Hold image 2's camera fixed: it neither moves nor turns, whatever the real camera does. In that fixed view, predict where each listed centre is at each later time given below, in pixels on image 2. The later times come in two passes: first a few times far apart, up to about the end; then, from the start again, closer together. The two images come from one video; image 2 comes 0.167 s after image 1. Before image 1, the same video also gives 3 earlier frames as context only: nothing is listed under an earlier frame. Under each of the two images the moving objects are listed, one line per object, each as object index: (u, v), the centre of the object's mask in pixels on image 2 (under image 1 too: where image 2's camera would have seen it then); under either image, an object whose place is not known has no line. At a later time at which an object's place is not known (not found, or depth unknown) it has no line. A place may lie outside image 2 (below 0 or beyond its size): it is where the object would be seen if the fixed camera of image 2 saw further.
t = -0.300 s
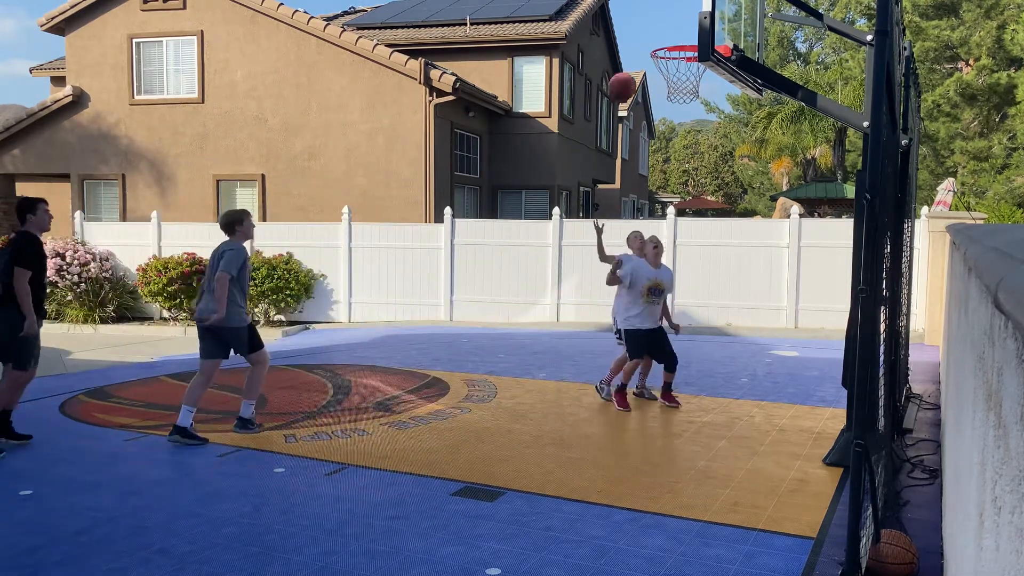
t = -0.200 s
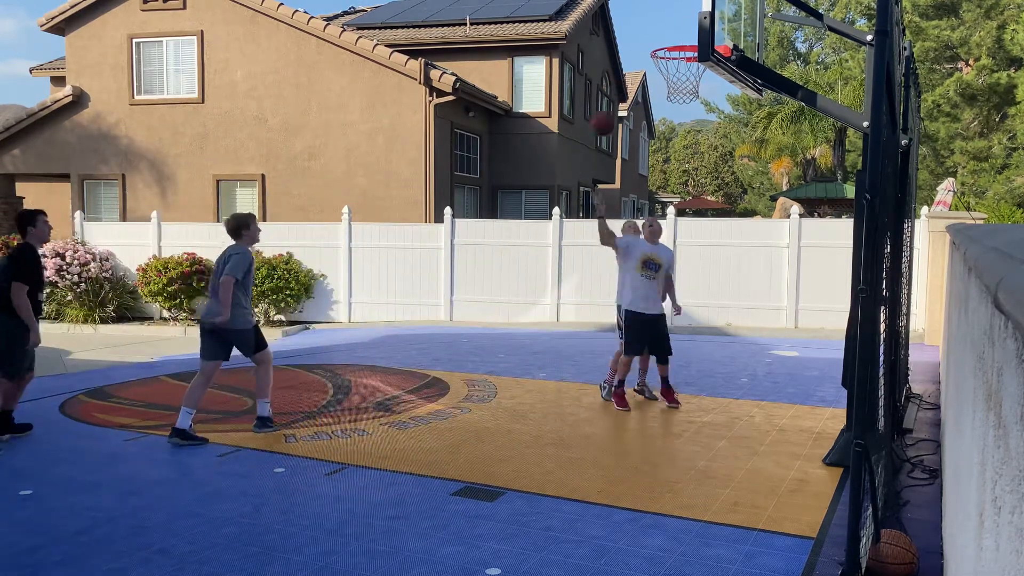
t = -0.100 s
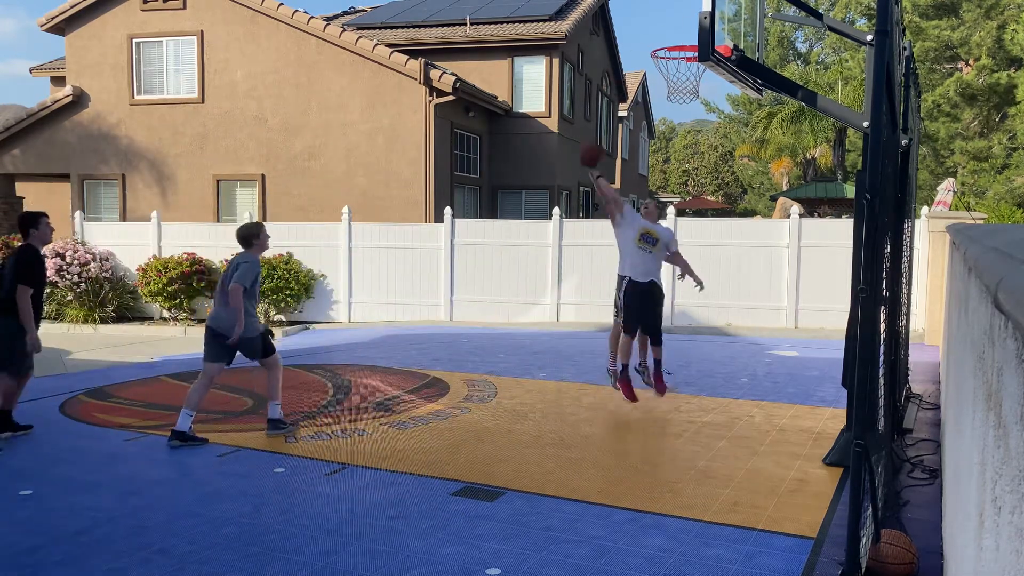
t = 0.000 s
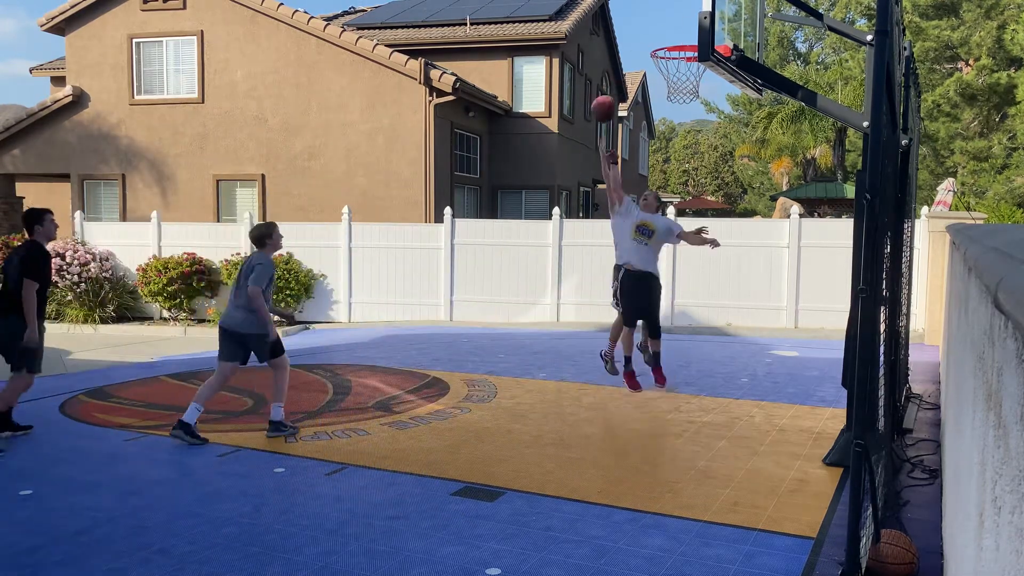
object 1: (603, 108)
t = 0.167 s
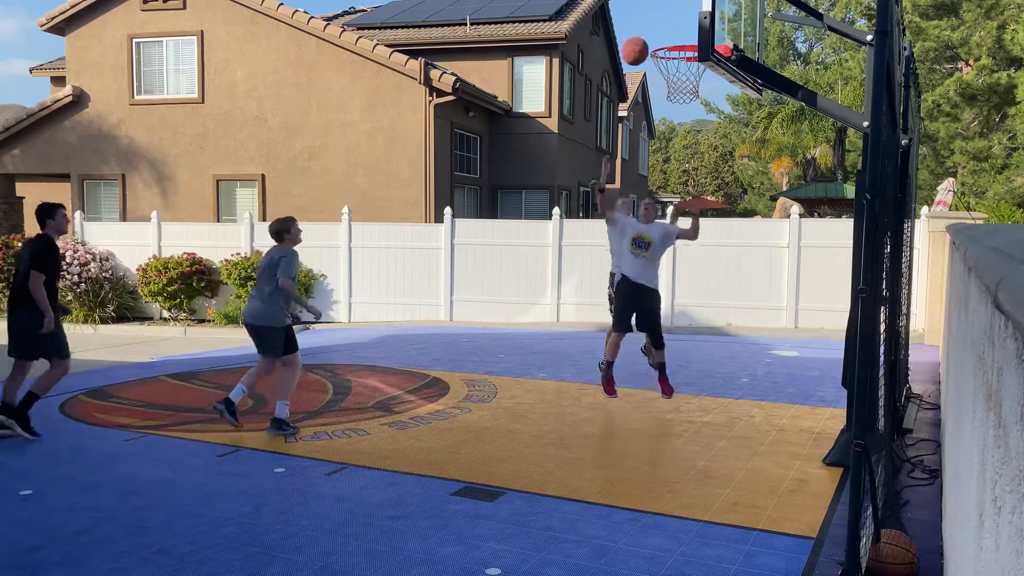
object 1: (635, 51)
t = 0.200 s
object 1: (641, 43)
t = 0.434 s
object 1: (684, 21)
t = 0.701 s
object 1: (720, 83)
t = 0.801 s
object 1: (707, 116)
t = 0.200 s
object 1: (641, 43)
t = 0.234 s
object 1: (647, 36)
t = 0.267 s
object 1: (653, 30)
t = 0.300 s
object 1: (659, 26)
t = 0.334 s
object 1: (666, 23)
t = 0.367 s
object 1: (672, 21)
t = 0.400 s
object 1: (678, 20)
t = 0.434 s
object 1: (684, 21)
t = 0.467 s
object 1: (689, 23)
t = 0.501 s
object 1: (692, 27)
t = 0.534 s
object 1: (694, 31)
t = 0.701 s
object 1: (720, 83)
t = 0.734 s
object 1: (718, 89)
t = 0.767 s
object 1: (713, 101)
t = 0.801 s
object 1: (707, 116)
